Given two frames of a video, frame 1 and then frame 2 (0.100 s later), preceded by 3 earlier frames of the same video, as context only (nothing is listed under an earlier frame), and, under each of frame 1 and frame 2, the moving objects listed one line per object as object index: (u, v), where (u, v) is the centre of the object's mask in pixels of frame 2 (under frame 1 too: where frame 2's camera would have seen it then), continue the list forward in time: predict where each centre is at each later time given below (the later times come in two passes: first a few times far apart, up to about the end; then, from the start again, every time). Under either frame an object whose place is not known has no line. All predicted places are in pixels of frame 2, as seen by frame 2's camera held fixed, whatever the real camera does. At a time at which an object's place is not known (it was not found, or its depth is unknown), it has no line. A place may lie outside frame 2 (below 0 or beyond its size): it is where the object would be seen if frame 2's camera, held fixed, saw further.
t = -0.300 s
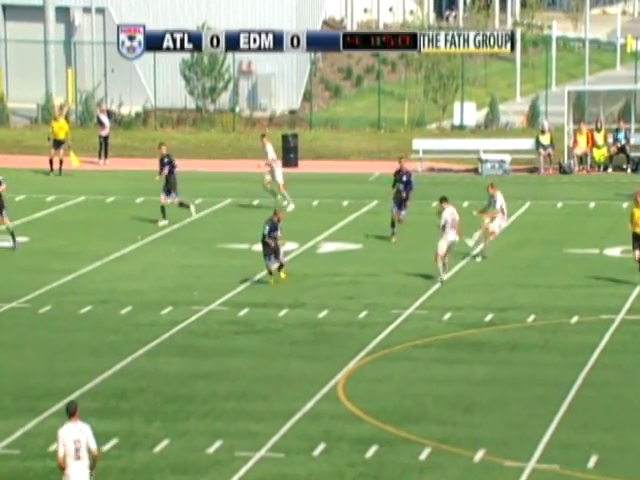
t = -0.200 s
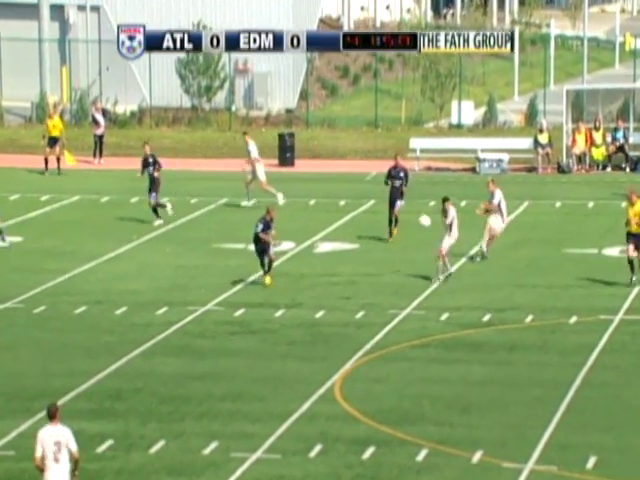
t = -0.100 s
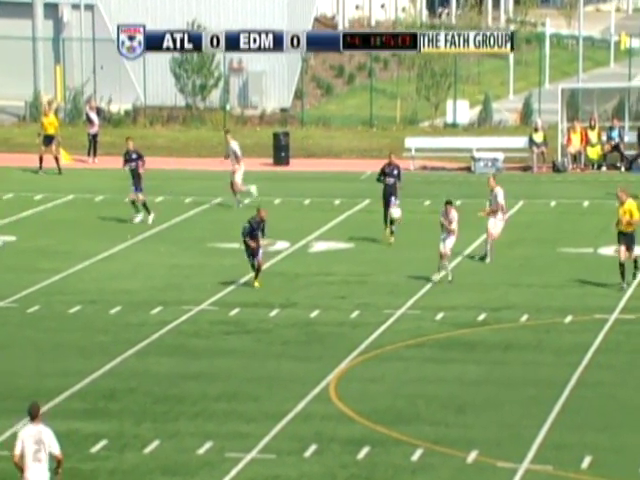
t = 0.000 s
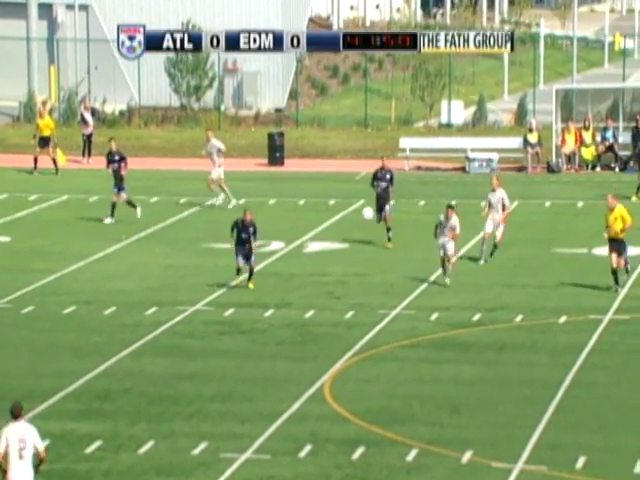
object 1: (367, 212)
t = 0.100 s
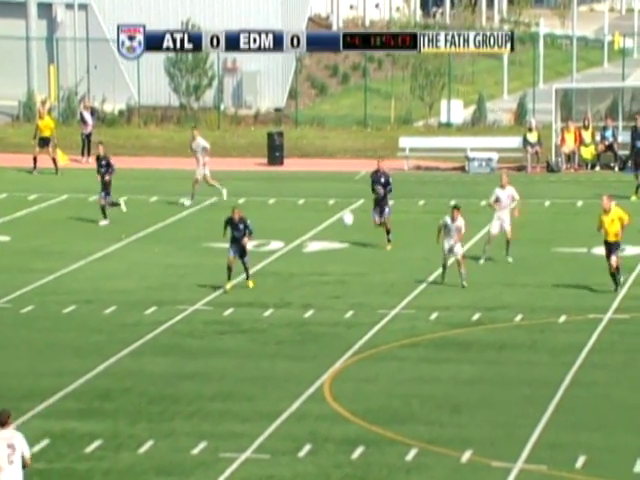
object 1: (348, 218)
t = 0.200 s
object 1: (330, 231)
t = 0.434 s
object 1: (298, 299)
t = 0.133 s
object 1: (342, 222)
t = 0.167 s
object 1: (336, 226)
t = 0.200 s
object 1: (330, 231)
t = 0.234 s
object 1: (325, 239)
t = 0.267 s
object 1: (320, 250)
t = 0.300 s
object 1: (314, 255)
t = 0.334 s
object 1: (310, 264)
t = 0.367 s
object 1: (306, 274)
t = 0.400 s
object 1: (302, 286)
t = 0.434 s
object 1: (298, 299)
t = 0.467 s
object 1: (295, 312)
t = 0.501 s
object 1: (292, 328)
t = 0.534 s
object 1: (289, 344)
